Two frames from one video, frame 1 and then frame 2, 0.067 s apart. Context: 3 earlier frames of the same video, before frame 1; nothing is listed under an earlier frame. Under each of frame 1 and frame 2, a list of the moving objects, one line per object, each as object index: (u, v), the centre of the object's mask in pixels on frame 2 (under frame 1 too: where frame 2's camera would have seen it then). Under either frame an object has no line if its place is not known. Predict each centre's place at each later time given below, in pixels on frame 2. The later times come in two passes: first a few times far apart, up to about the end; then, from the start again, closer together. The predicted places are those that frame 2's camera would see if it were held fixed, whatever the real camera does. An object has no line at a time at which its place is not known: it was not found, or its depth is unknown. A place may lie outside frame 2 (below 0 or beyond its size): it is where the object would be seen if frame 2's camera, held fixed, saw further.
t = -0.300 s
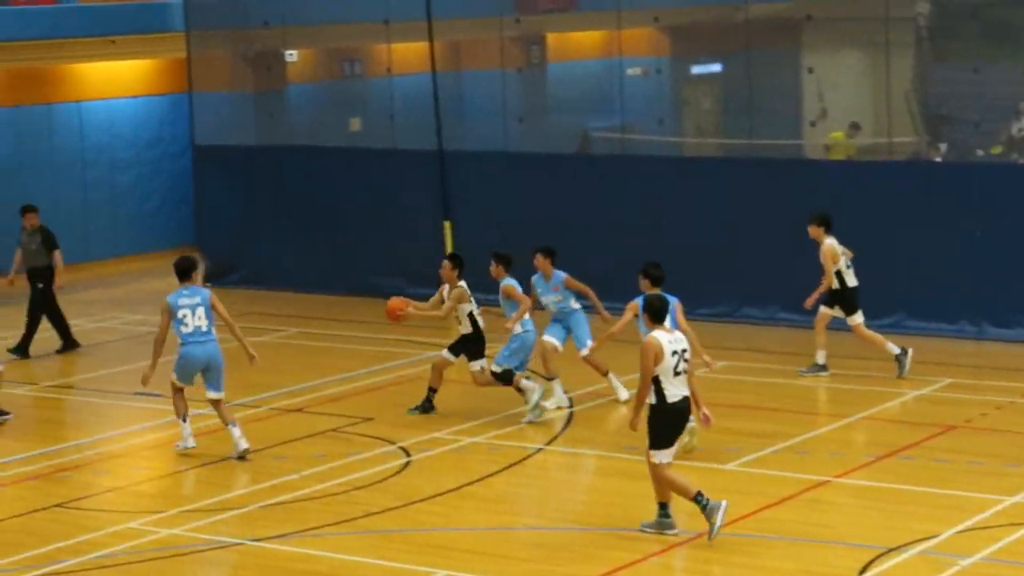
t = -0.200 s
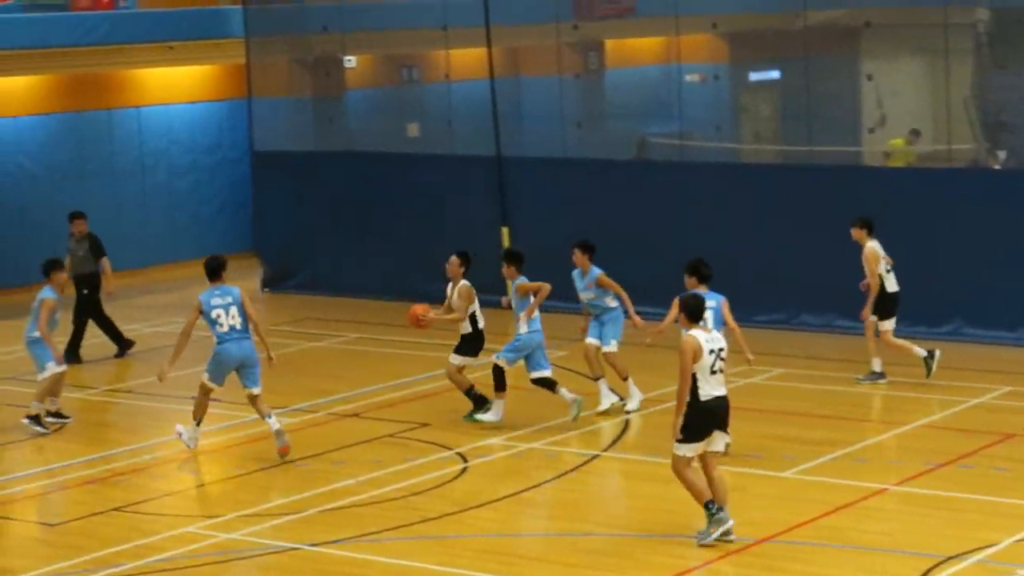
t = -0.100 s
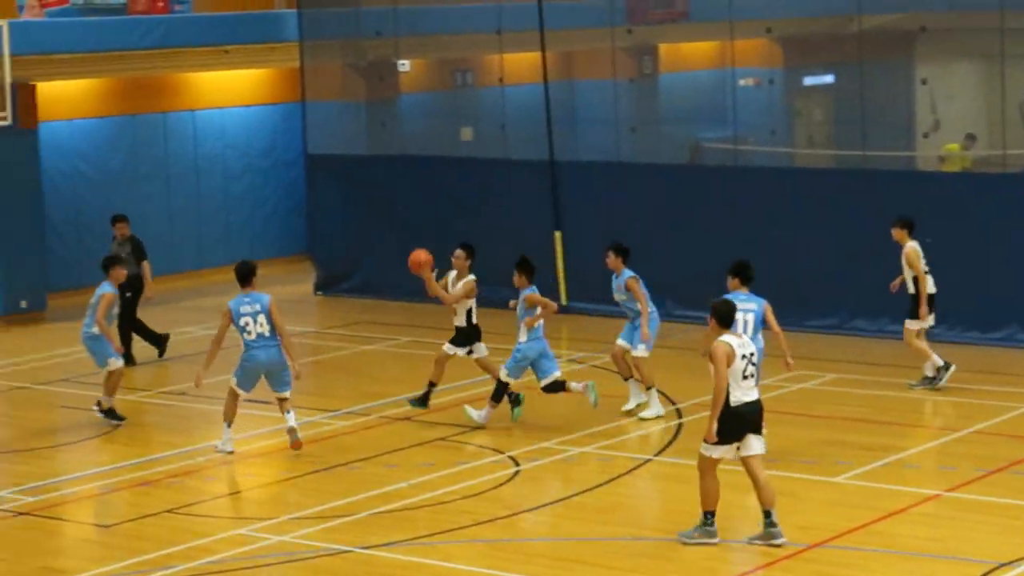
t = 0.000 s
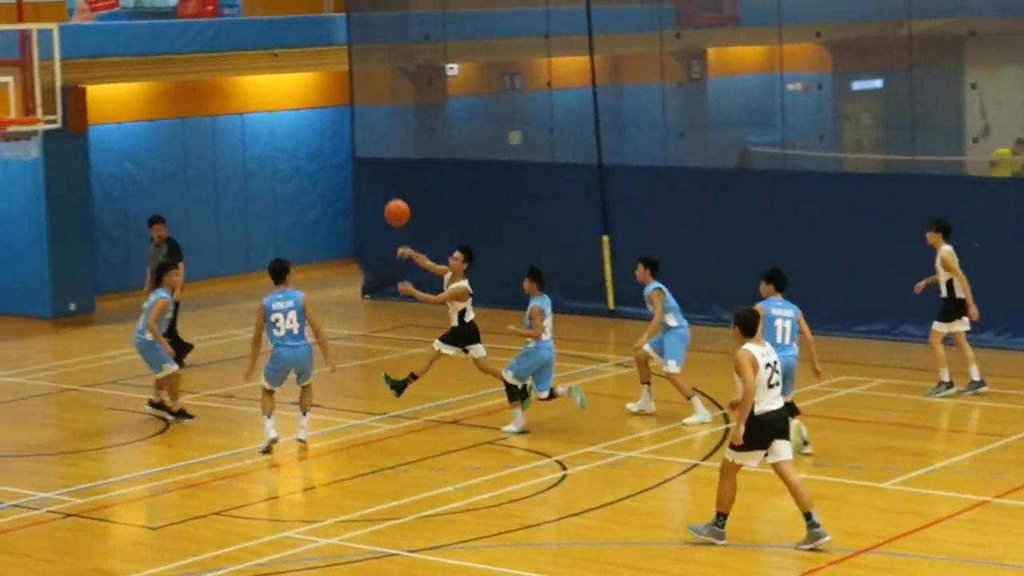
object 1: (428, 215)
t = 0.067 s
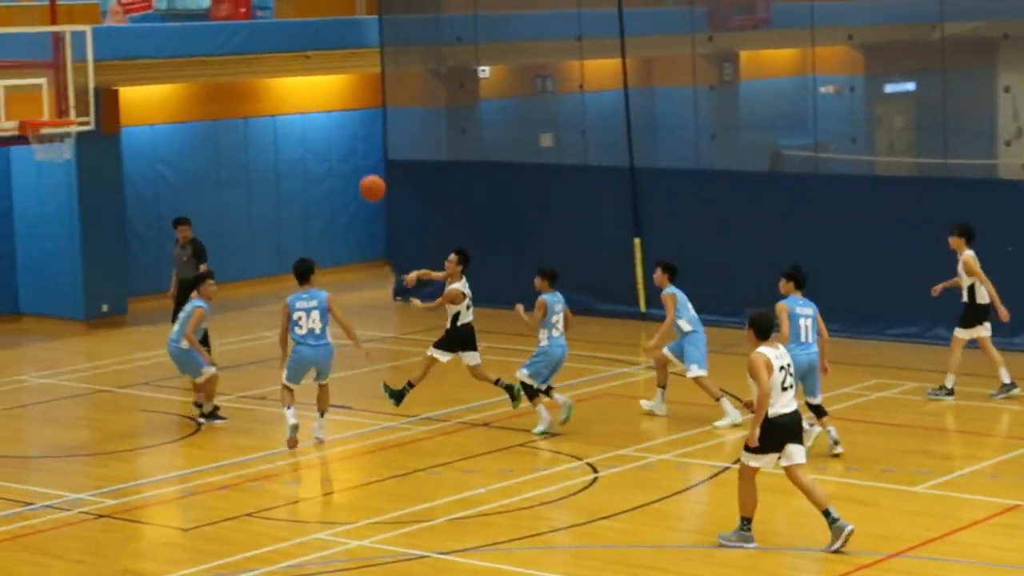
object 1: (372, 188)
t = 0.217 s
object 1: (242, 141)
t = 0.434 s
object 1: (47, 109)
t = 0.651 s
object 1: (-161, 121)
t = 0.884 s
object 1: (-404, 196)
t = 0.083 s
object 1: (358, 182)
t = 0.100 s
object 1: (344, 175)
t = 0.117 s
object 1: (329, 170)
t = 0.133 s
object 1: (315, 164)
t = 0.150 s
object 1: (300, 159)
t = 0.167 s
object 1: (286, 154)
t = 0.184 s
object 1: (272, 149)
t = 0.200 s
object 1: (257, 145)
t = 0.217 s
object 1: (242, 141)
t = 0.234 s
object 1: (228, 137)
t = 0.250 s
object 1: (213, 133)
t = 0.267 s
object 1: (199, 130)
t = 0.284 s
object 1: (184, 127)
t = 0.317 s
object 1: (153, 121)
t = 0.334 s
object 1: (138, 118)
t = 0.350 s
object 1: (122, 116)
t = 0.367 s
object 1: (109, 116)
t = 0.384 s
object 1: (93, 112)
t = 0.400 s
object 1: (78, 111)
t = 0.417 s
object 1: (63, 110)
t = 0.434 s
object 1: (47, 109)
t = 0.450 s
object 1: (31, 109)
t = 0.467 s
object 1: (15, 108)
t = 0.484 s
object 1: (0, 108)
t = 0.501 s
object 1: (-15, 108)
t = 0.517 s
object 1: (-32, 109)
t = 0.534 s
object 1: (-47, 109)
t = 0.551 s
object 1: (-64, 110)
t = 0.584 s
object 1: (-96, 112)
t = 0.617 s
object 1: (-129, 116)
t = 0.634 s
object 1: (-145, 119)
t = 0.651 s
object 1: (-161, 121)
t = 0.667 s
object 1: (-178, 124)
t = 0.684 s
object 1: (-196, 127)
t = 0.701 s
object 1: (-212, 131)
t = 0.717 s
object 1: (-229, 135)
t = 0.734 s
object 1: (-246, 140)
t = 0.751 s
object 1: (-263, 145)
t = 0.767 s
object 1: (-281, 150)
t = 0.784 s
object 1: (-298, 156)
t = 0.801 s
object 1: (-316, 162)
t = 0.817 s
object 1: (-333, 168)
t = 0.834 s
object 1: (-350, 174)
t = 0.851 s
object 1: (-368, 181)
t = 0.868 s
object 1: (-386, 189)
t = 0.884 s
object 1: (-404, 196)
